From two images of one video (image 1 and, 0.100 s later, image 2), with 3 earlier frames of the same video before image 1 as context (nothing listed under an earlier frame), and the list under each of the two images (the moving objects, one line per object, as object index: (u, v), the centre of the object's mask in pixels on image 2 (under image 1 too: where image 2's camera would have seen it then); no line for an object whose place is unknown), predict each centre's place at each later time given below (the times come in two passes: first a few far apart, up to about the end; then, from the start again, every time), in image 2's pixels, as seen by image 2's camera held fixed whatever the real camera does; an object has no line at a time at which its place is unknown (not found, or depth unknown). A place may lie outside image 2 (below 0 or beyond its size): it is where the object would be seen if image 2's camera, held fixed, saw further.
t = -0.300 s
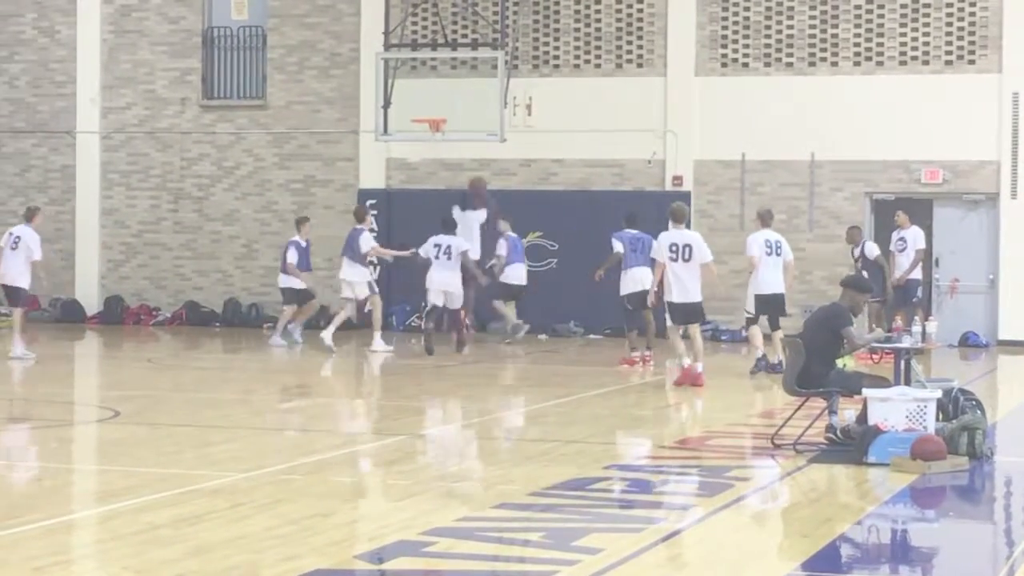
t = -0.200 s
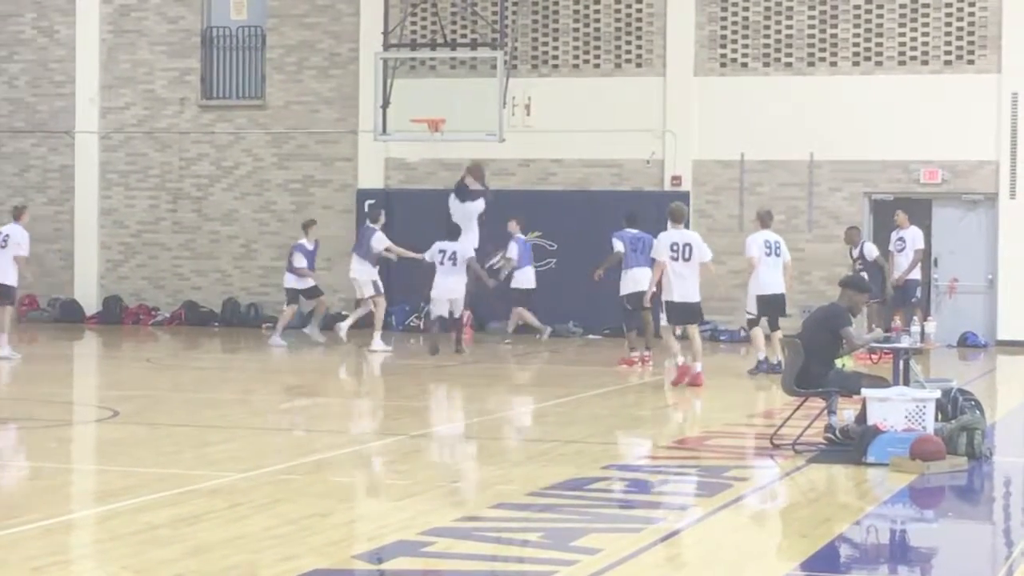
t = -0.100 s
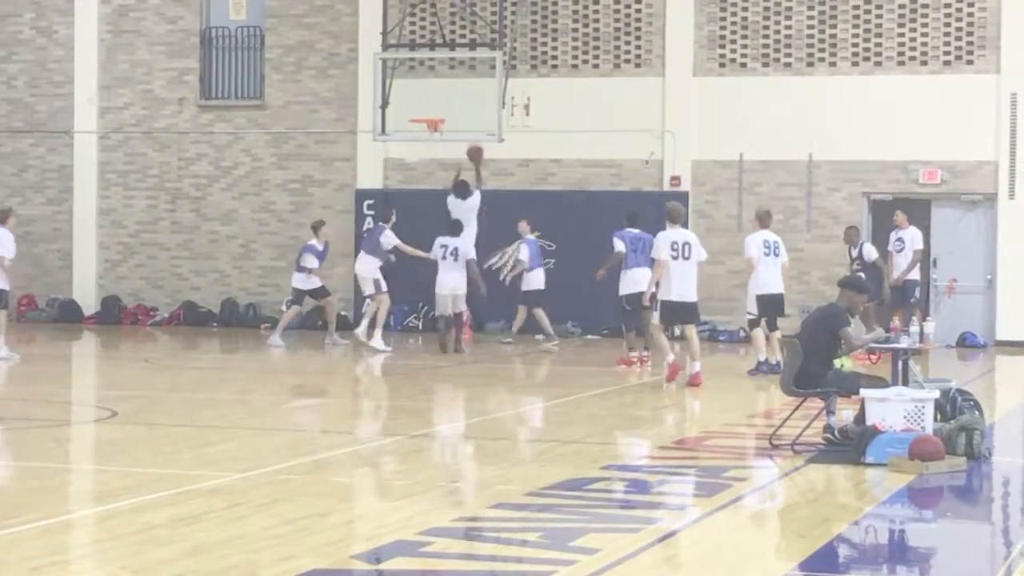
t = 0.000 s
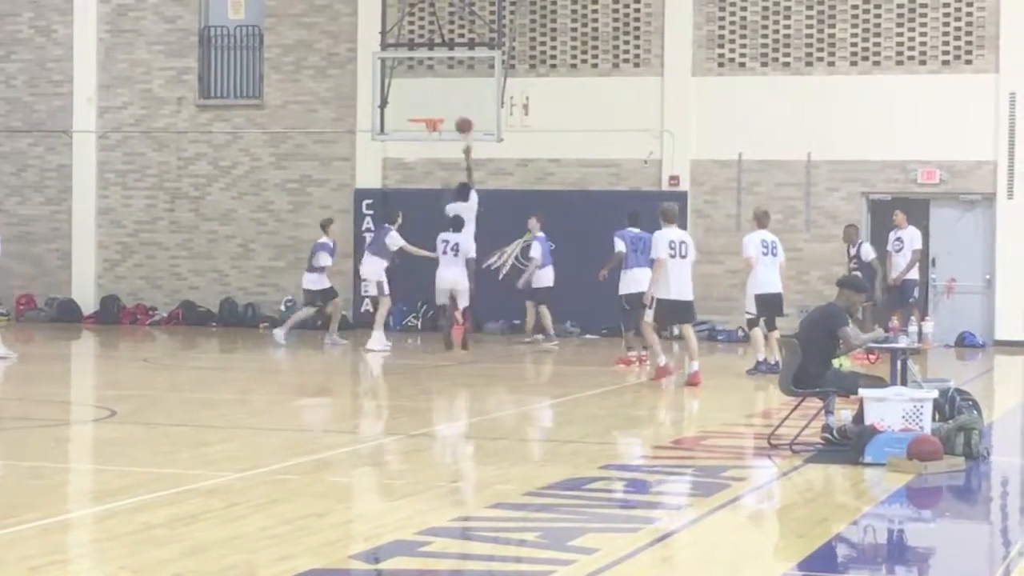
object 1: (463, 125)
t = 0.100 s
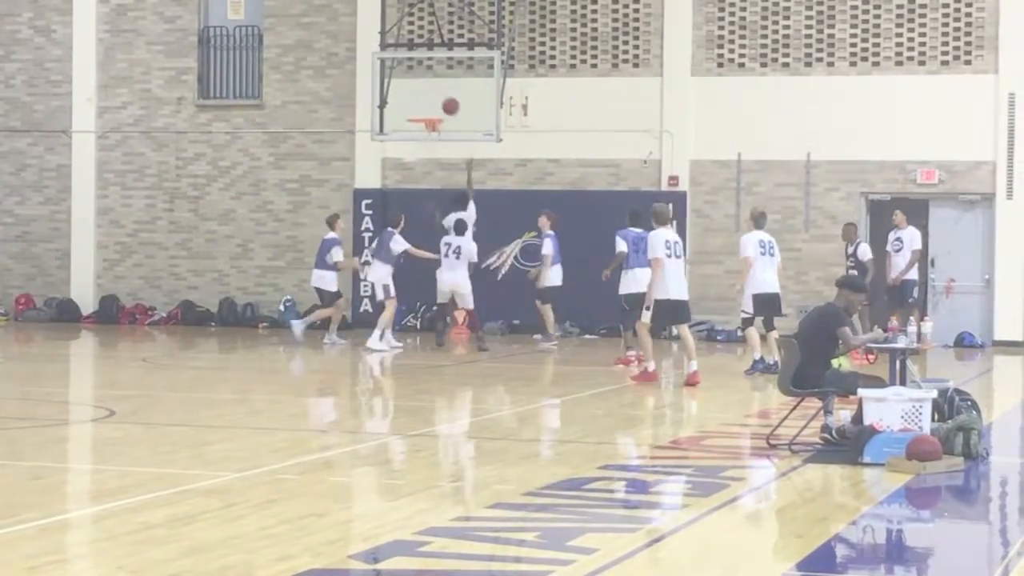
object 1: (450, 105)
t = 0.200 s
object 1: (439, 95)
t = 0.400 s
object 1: (418, 103)
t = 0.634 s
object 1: (427, 110)
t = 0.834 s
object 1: (435, 110)
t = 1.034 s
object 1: (432, 113)
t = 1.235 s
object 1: (424, 138)
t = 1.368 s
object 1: (419, 159)
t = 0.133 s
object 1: (446, 100)
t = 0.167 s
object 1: (442, 97)
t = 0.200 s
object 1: (439, 95)
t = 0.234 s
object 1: (435, 95)
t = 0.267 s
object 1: (432, 95)
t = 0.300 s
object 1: (428, 95)
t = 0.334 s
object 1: (425, 97)
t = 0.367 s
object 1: (422, 100)
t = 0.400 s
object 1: (418, 103)
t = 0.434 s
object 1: (415, 107)
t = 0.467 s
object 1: (412, 111)
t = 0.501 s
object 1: (414, 110)
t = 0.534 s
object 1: (418, 109)
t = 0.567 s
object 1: (421, 109)
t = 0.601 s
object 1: (424, 110)
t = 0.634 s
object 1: (427, 110)
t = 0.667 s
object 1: (429, 111)
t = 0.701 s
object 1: (431, 110)
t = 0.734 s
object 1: (432, 109)
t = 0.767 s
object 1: (433, 109)
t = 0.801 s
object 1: (435, 110)
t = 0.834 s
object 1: (435, 110)
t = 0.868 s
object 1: (435, 110)
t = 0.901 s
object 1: (435, 110)
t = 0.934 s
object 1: (435, 110)
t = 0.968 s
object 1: (434, 111)
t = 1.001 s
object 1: (434, 112)
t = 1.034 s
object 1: (432, 113)
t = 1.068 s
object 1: (431, 114)
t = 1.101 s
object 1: (430, 115)
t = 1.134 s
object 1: (425, 123)
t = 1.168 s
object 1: (422, 129)
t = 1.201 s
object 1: (423, 133)
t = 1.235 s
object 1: (424, 138)
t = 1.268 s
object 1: (423, 143)
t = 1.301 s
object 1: (422, 147)
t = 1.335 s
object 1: (420, 153)
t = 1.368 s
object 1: (419, 159)
